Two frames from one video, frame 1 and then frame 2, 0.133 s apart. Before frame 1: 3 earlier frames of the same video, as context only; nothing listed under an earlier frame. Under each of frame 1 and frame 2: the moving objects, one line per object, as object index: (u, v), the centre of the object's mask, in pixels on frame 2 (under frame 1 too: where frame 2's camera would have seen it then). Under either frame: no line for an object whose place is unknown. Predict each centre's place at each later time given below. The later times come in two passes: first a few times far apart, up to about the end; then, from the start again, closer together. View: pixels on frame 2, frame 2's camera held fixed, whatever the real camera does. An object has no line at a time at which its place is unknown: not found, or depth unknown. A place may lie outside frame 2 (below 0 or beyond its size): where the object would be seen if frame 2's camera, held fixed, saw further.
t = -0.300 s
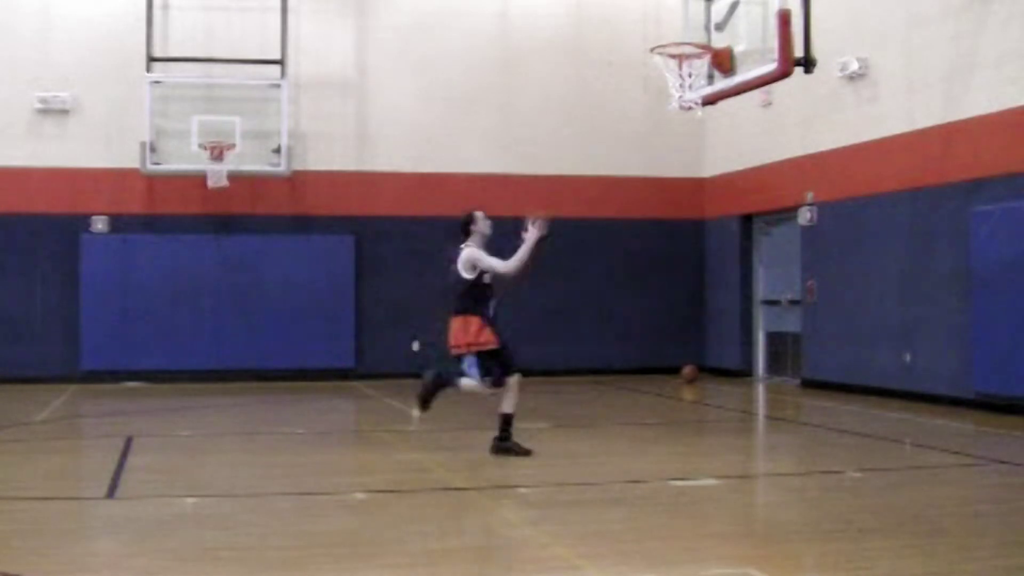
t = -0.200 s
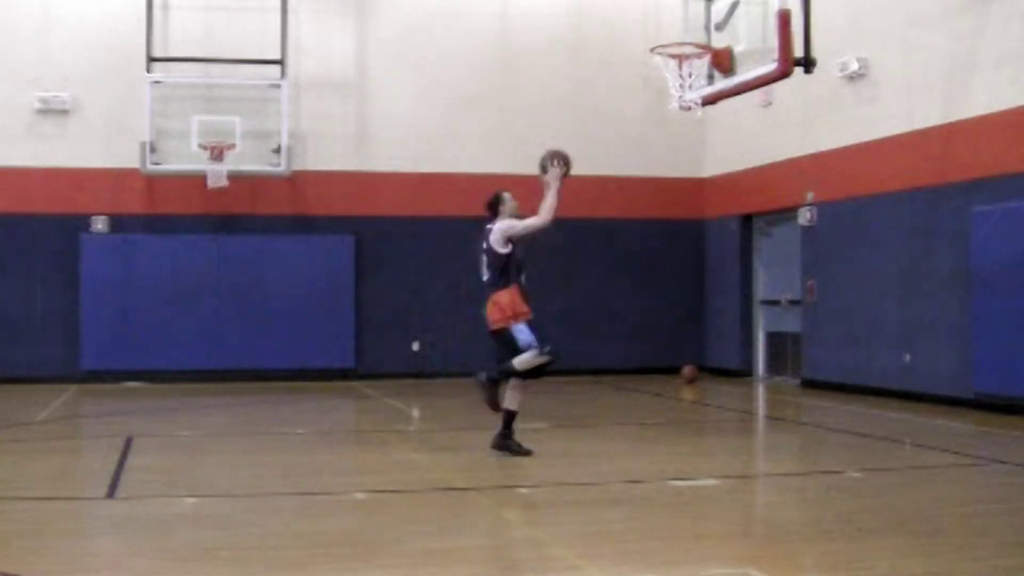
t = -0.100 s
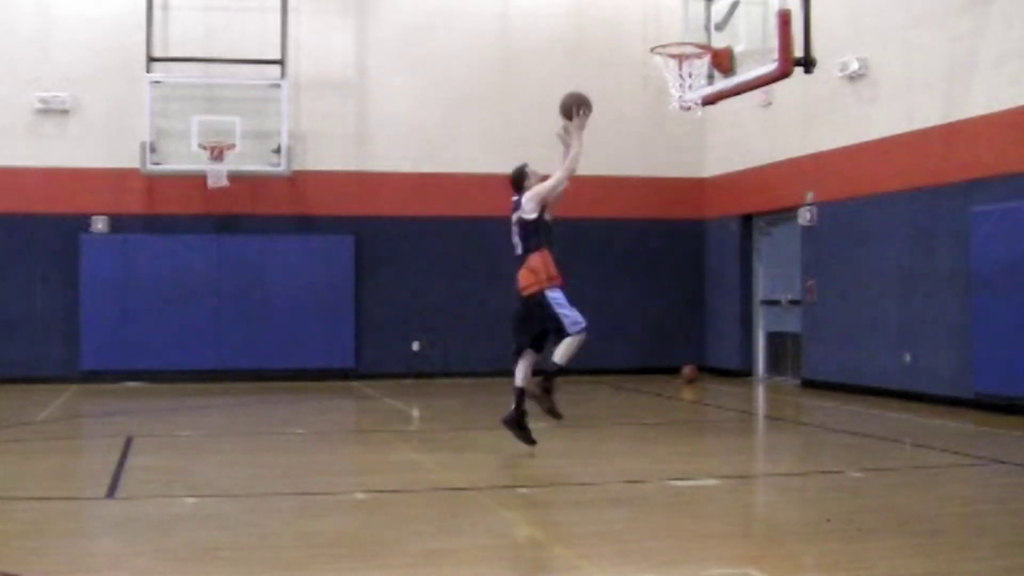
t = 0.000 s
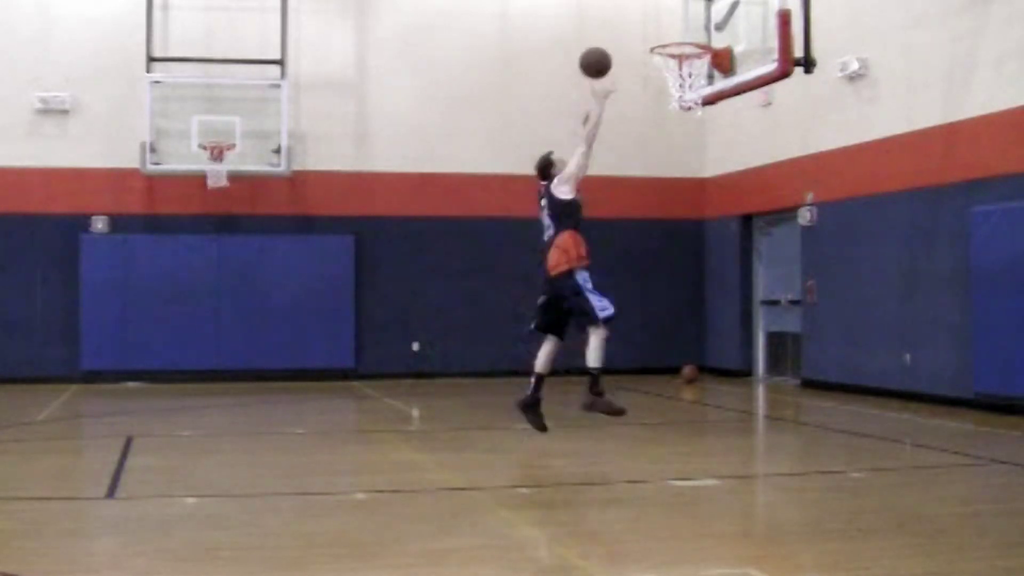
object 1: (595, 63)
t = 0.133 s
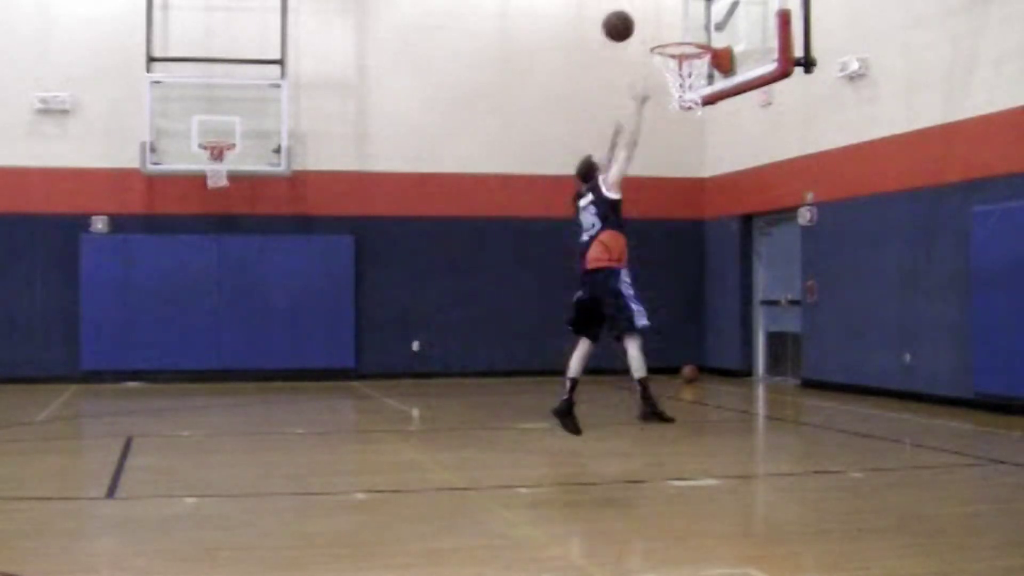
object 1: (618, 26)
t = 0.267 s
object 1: (642, 13)
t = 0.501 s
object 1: (682, 45)
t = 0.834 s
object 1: (713, 148)
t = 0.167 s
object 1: (624, 20)
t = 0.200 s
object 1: (630, 16)
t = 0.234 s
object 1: (636, 14)
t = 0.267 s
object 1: (642, 13)
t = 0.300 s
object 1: (647, 14)
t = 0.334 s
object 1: (653, 15)
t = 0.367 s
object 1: (659, 18)
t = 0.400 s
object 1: (665, 22)
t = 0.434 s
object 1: (670, 28)
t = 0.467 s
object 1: (676, 36)
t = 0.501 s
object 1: (682, 45)
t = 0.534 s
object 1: (688, 55)
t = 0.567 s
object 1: (693, 67)
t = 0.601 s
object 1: (698, 78)
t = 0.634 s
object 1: (703, 87)
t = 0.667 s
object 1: (702, 95)
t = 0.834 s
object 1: (713, 148)
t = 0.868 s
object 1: (714, 163)
